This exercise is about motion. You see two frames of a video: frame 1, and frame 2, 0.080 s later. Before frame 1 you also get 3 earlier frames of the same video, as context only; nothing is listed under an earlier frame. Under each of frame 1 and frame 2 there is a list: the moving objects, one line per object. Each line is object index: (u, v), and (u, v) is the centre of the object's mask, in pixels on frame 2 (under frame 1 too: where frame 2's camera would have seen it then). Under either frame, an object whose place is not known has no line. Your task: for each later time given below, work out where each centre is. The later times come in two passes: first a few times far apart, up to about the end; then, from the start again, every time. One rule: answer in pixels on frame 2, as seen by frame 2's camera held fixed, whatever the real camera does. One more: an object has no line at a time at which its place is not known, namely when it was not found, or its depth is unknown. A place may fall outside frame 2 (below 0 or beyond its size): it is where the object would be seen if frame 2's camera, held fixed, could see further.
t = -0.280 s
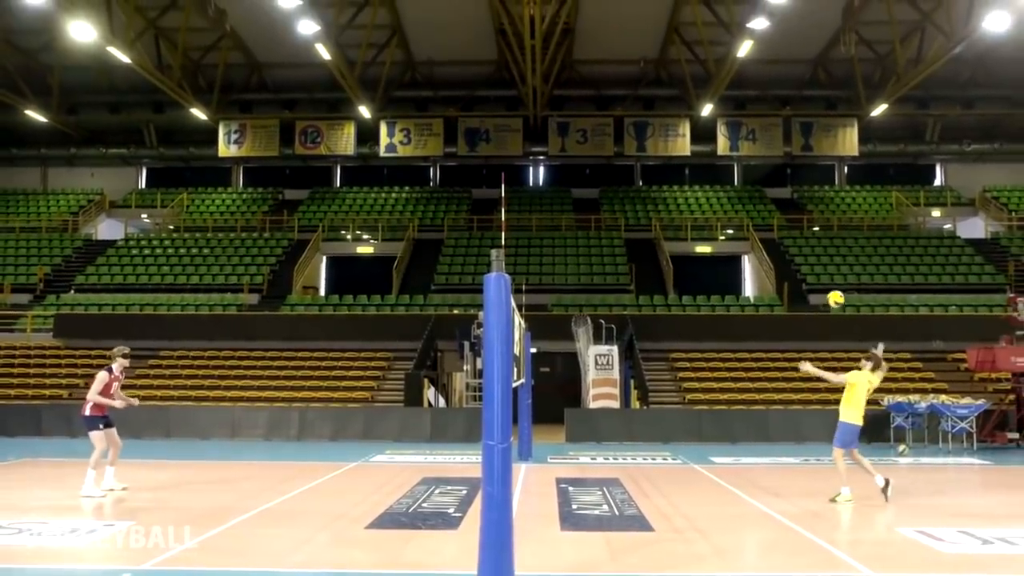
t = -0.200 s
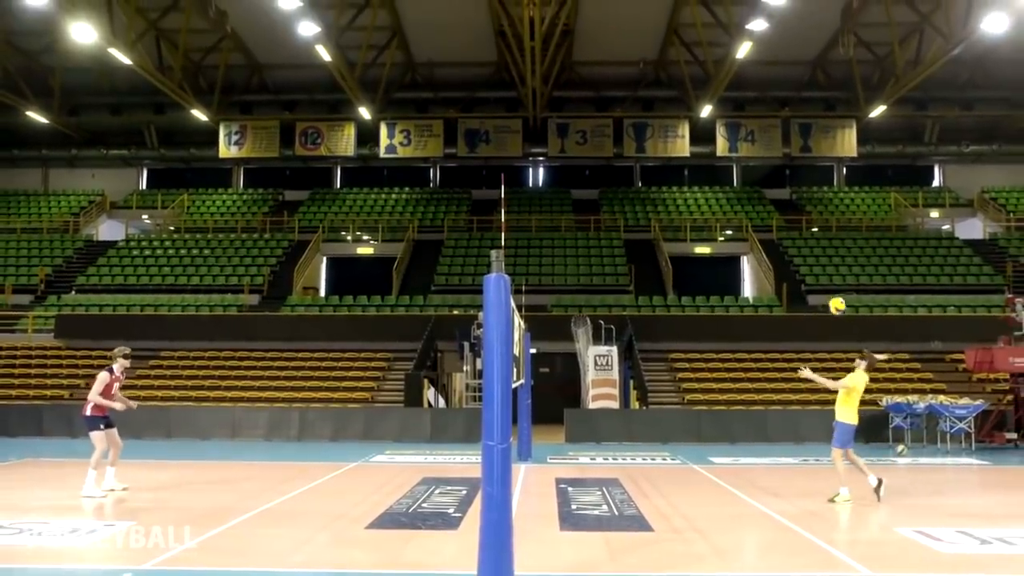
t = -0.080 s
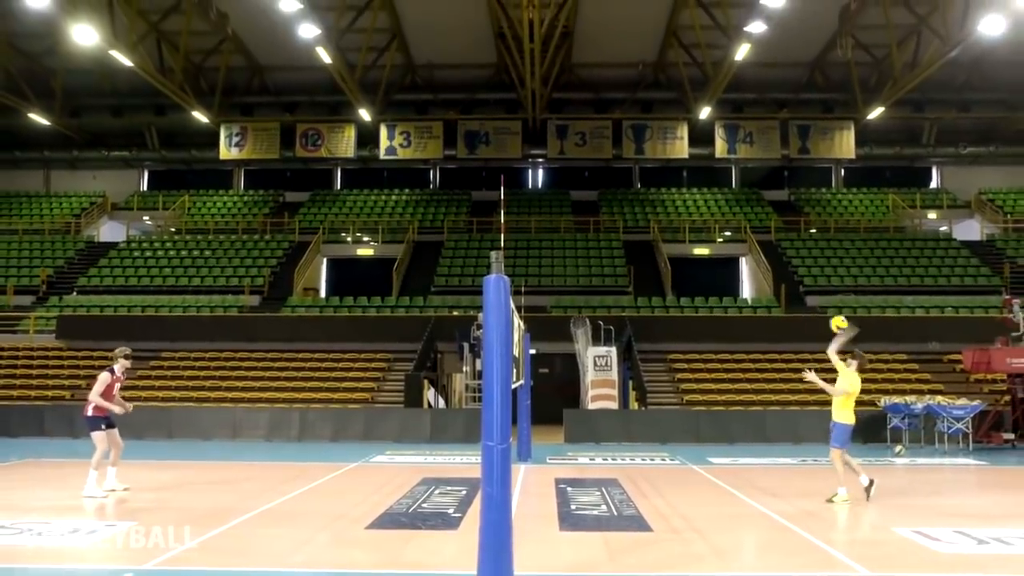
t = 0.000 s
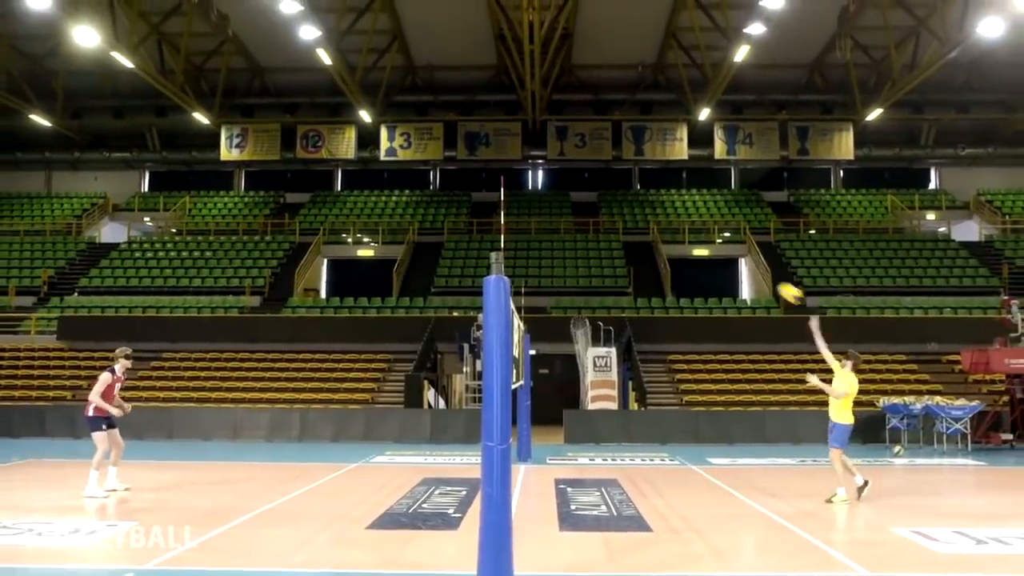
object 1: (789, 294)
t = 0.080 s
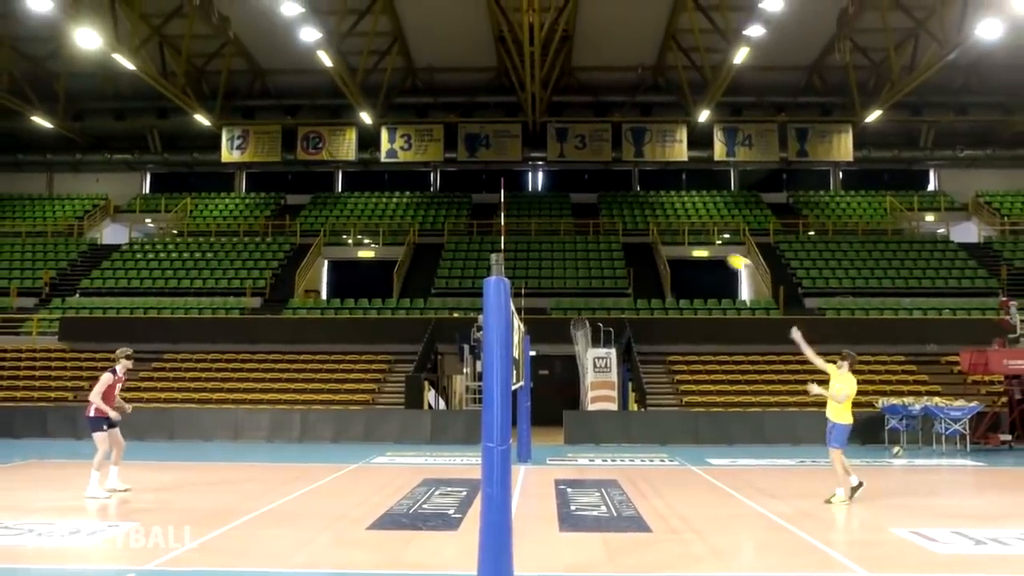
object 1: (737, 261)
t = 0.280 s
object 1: (622, 209)
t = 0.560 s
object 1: (467, 178)
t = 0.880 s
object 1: (313, 223)
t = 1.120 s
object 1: (201, 301)
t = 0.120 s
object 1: (714, 249)
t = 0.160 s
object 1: (691, 237)
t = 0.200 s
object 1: (667, 227)
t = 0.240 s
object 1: (645, 217)
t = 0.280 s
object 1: (622, 209)
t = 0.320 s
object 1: (599, 202)
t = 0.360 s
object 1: (577, 195)
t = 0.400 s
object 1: (556, 190)
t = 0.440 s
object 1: (534, 187)
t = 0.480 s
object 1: (513, 184)
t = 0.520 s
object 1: (489, 179)
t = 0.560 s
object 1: (467, 178)
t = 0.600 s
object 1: (451, 184)
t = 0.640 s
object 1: (431, 186)
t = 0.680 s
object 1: (411, 189)
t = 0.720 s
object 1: (391, 193)
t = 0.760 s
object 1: (371, 199)
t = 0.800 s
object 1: (351, 205)
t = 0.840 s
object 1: (332, 214)
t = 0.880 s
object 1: (313, 223)
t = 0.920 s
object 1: (294, 233)
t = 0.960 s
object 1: (275, 245)
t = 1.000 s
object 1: (257, 257)
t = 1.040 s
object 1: (238, 270)
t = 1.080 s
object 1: (220, 285)
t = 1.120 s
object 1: (201, 301)
